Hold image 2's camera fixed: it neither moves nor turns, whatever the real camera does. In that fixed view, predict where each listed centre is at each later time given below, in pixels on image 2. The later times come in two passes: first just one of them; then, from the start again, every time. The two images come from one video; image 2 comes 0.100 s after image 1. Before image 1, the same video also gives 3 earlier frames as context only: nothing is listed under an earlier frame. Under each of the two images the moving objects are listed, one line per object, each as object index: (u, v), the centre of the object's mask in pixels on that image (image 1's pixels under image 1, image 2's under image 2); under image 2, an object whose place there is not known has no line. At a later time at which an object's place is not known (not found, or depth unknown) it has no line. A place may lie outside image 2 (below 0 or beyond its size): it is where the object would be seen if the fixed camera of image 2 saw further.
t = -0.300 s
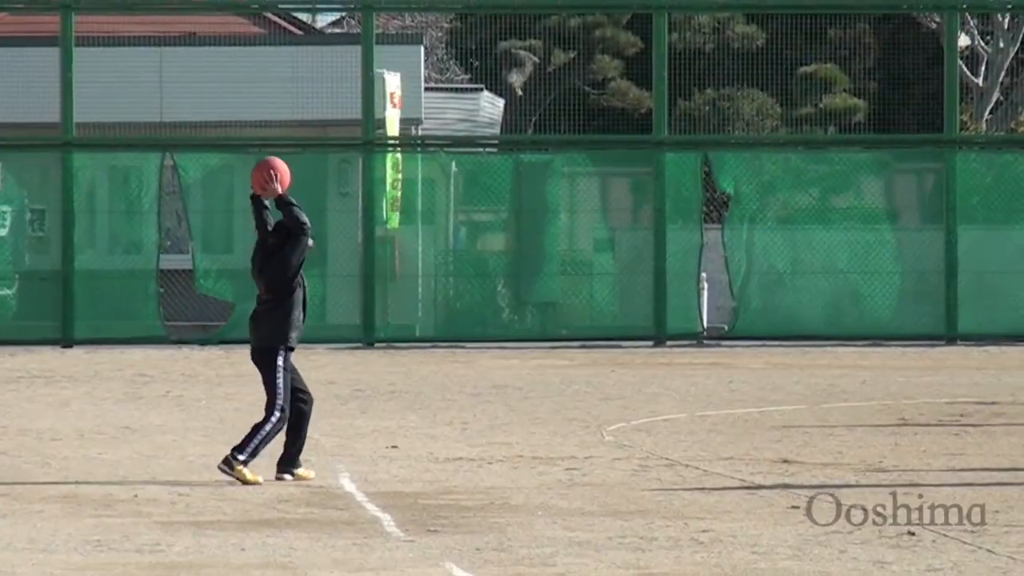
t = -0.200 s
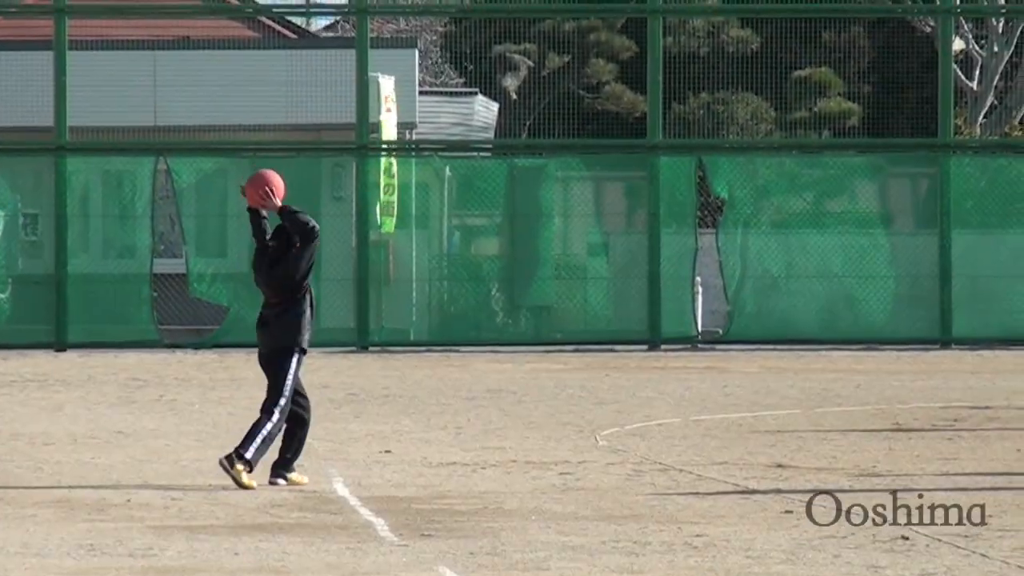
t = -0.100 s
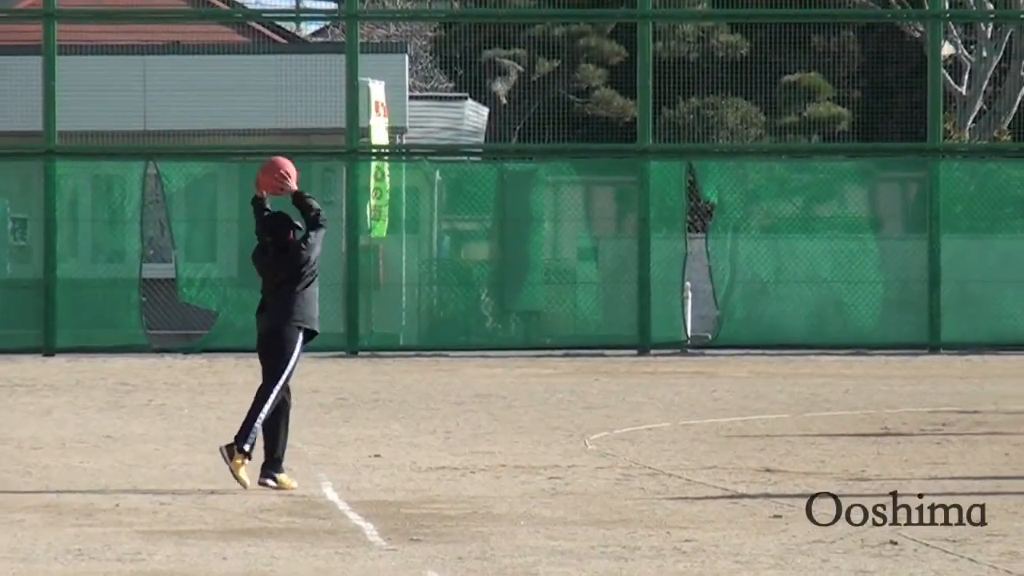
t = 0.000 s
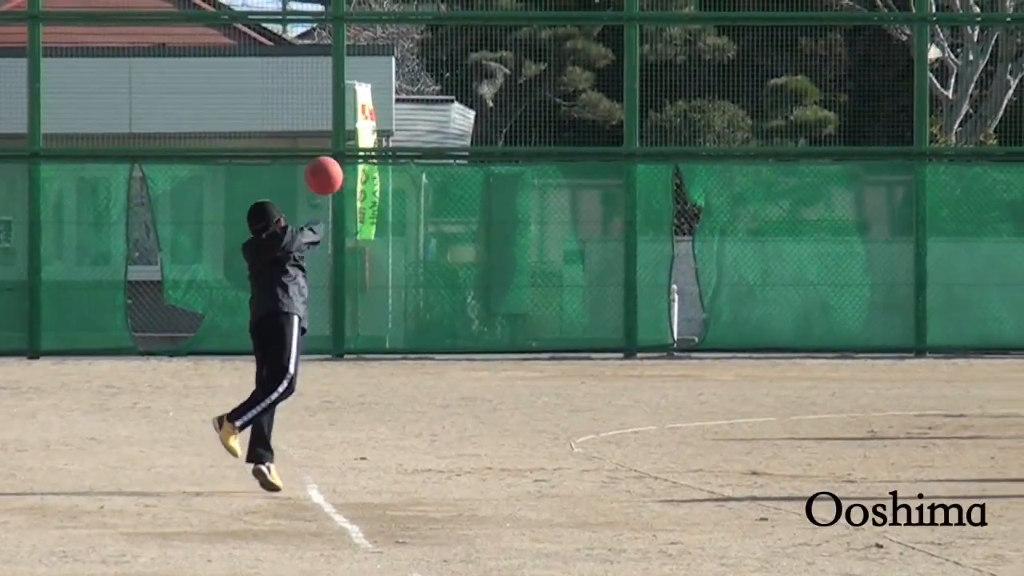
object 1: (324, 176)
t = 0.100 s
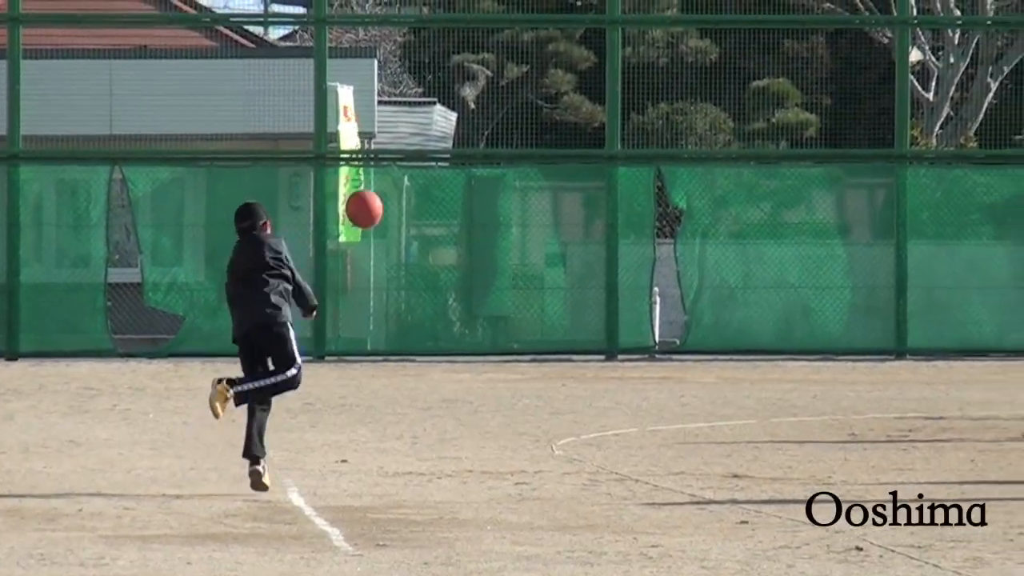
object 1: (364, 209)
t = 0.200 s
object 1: (418, 257)
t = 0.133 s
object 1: (383, 223)
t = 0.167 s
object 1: (402, 239)
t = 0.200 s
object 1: (418, 257)
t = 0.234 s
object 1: (434, 276)
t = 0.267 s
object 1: (450, 296)
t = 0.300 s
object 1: (465, 317)
